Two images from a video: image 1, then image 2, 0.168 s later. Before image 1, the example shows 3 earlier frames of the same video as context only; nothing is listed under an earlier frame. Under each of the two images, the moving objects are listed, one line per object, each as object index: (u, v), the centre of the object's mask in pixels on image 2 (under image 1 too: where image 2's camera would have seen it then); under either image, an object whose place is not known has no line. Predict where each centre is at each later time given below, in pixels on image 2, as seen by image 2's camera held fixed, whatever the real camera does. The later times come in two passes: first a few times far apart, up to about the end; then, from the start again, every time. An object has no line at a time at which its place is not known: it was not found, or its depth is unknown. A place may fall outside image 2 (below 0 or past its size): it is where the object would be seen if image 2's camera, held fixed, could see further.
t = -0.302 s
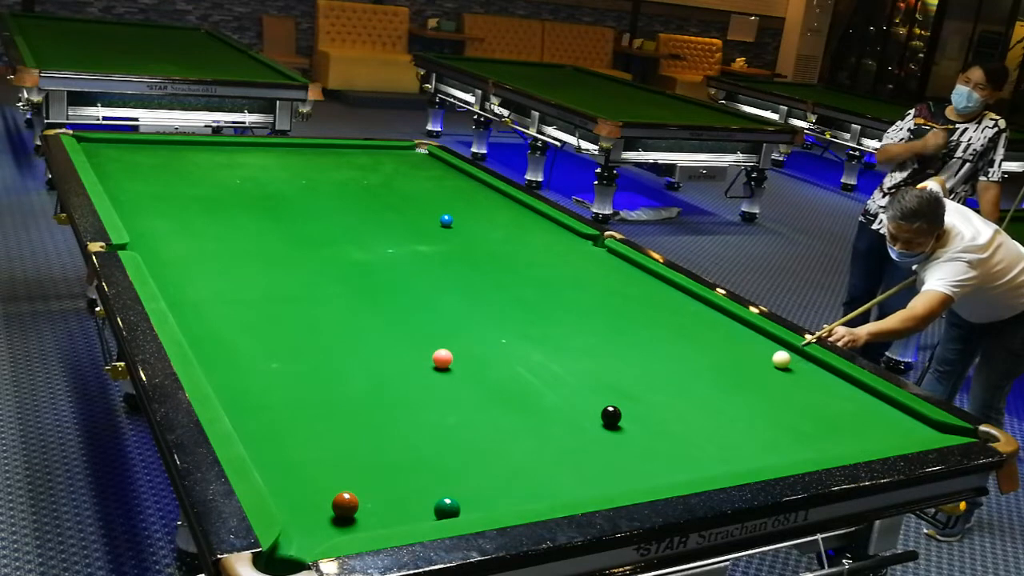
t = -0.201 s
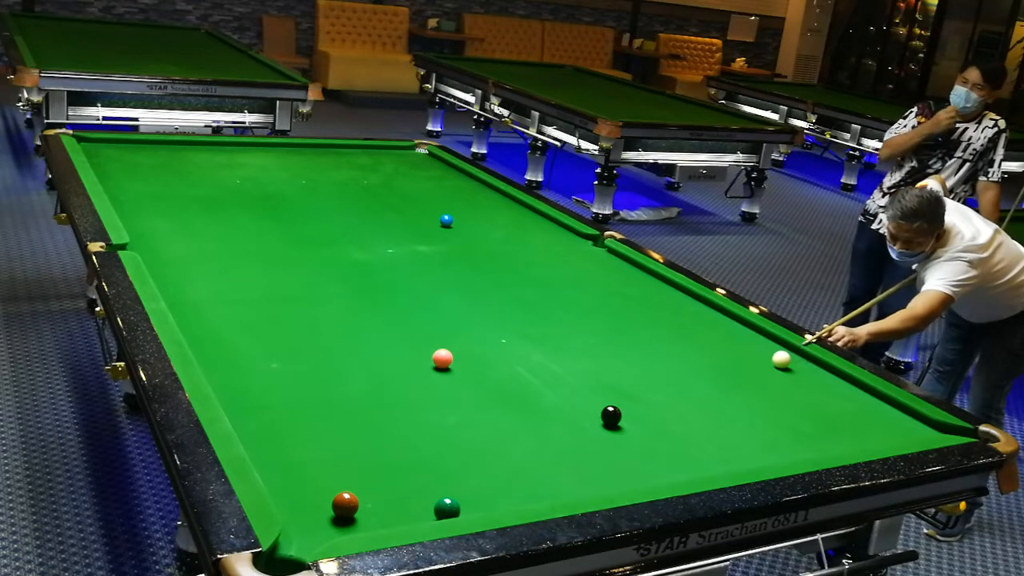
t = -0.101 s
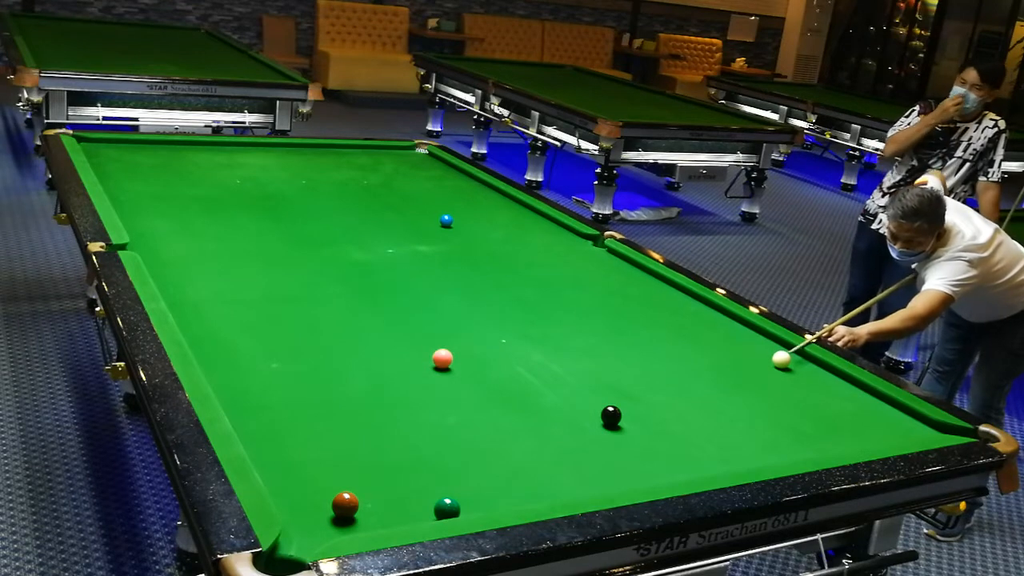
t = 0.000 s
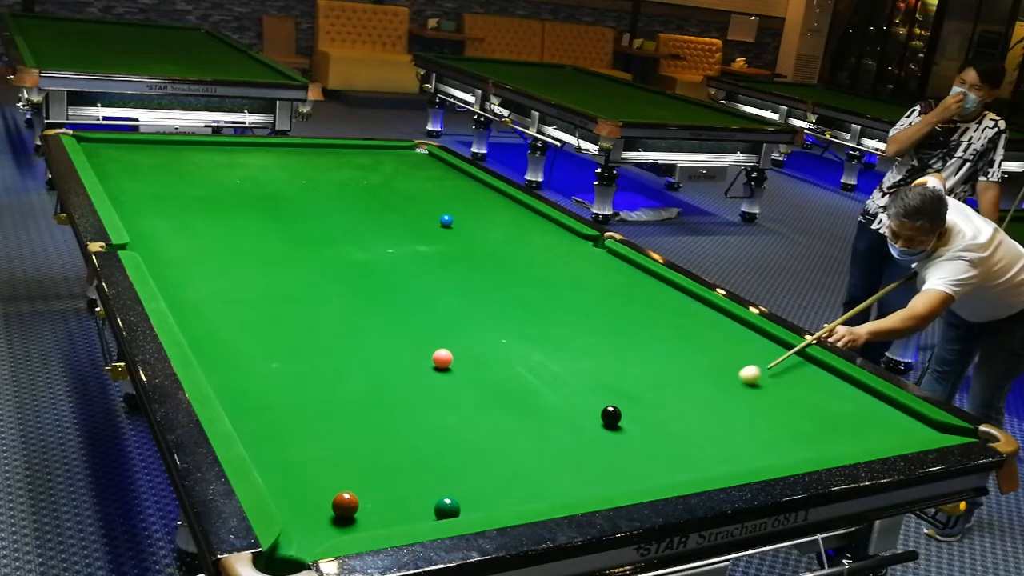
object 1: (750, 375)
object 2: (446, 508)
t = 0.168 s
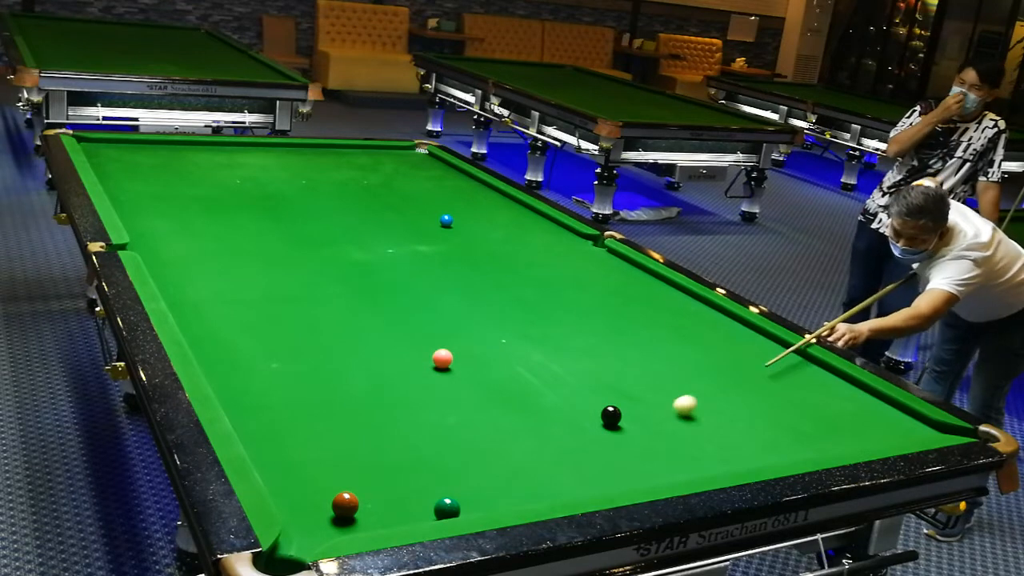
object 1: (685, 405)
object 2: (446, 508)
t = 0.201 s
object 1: (670, 412)
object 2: (446, 508)
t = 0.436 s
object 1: (552, 469)
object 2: (447, 508)
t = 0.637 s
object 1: (463, 502)
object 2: (387, 516)
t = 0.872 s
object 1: (399, 475)
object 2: (348, 526)
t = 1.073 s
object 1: (344, 456)
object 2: (409, 512)
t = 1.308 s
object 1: (285, 436)
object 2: (468, 491)
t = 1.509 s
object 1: (239, 419)
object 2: (512, 474)
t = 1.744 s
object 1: (252, 401)
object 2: (558, 457)
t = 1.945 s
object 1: (263, 387)
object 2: (593, 445)
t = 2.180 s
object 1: (274, 372)
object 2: (630, 431)
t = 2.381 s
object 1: (283, 361)
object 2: (659, 422)
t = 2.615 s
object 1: (292, 349)
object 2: (689, 411)
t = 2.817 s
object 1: (299, 340)
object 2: (713, 403)
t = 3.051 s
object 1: (307, 331)
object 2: (738, 395)
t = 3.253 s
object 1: (312, 324)
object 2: (758, 388)
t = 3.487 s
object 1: (317, 317)
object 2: (778, 381)
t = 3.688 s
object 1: (321, 311)
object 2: (794, 376)
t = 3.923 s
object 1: (326, 305)
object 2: (812, 369)
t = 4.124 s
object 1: (329, 301)
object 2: (817, 366)
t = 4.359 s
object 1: (333, 297)
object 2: (799, 365)
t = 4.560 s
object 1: (335, 294)
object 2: (785, 366)
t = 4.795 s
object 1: (339, 290)
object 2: (771, 365)
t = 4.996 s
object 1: (341, 288)
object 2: (760, 365)
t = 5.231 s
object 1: (343, 287)
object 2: (748, 365)
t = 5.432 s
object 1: (344, 285)
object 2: (739, 365)
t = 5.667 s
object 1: (345, 283)
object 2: (731, 365)
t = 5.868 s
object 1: (346, 282)
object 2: (725, 365)
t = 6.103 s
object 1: (346, 282)
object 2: (720, 365)
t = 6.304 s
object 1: (346, 282)
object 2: (716, 365)
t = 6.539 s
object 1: (346, 282)
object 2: (714, 365)
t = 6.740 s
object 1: (346, 282)
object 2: (713, 365)
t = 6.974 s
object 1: (346, 282)
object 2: (714, 365)
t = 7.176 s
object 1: (346, 282)
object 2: (714, 365)
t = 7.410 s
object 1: (346, 282)
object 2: (714, 365)
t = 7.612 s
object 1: (346, 282)
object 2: (714, 365)
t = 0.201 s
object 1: (670, 412)
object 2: (446, 508)
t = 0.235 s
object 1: (656, 420)
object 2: (447, 508)
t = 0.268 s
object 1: (640, 427)
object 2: (446, 508)
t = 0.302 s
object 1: (624, 435)
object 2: (446, 508)
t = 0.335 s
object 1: (607, 443)
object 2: (446, 508)
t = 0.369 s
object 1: (590, 451)
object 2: (446, 508)
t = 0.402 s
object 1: (572, 459)
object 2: (447, 508)
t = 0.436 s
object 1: (552, 469)
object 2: (447, 508)
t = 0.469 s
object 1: (533, 478)
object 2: (446, 508)
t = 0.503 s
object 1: (512, 489)
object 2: (446, 508)
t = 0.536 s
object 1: (490, 498)
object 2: (446, 509)
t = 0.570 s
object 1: (472, 505)
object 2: (440, 509)
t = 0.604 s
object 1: (470, 505)
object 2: (413, 513)
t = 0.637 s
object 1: (463, 502)
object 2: (387, 516)
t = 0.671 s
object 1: (456, 498)
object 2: (361, 518)
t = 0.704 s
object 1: (447, 493)
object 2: (340, 522)
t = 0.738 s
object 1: (438, 489)
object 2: (315, 525)
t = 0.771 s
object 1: (428, 485)
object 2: (296, 528)
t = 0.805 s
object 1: (418, 482)
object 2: (314, 528)
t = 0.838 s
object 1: (408, 478)
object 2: (332, 528)
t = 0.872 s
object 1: (399, 475)
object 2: (348, 526)
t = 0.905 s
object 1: (389, 472)
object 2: (362, 525)
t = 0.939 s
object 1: (380, 469)
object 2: (372, 523)
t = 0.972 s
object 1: (371, 466)
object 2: (382, 520)
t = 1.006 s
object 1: (362, 462)
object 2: (391, 517)
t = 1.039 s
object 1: (352, 459)
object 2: (400, 514)
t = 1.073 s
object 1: (344, 456)
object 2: (409, 512)
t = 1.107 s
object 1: (335, 453)
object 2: (418, 509)
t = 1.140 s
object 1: (327, 450)
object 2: (427, 506)
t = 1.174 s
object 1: (318, 447)
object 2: (436, 503)
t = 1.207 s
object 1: (310, 444)
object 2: (444, 500)
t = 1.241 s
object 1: (301, 441)
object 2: (452, 496)
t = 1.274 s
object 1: (293, 438)
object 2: (460, 494)
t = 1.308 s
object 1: (285, 436)
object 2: (468, 491)
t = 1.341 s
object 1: (277, 433)
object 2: (476, 488)
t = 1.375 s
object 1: (269, 430)
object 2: (483, 485)
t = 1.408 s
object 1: (261, 427)
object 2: (491, 482)
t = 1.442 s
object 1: (254, 425)
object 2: (498, 479)
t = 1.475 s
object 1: (246, 422)
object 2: (505, 477)
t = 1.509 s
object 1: (239, 419)
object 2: (512, 474)
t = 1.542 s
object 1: (239, 416)
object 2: (519, 471)
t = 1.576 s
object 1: (241, 414)
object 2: (526, 469)
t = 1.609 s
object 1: (243, 411)
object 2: (533, 467)
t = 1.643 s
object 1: (245, 409)
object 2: (539, 464)
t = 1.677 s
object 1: (247, 406)
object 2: (545, 462)
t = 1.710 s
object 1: (250, 403)
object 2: (552, 459)
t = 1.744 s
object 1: (252, 401)
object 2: (558, 457)
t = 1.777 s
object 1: (253, 398)
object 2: (564, 455)
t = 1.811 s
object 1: (255, 396)
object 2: (570, 453)
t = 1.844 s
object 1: (257, 394)
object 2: (576, 451)
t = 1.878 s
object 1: (259, 391)
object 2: (582, 449)
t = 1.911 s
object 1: (261, 389)
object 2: (587, 447)
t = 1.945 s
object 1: (263, 387)
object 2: (593, 445)
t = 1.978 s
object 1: (264, 384)
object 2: (599, 443)
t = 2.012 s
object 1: (266, 382)
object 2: (604, 441)
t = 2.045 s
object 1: (268, 380)
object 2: (609, 438)
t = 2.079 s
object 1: (269, 378)
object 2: (615, 437)
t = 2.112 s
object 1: (271, 376)
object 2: (619, 435)
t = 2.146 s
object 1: (272, 374)
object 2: (625, 433)
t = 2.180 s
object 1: (274, 372)
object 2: (630, 431)
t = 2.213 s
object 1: (275, 370)
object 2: (635, 430)
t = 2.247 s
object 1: (277, 368)
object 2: (640, 428)
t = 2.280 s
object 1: (279, 366)
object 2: (645, 427)
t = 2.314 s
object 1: (280, 364)
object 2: (649, 425)
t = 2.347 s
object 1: (281, 362)
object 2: (654, 423)
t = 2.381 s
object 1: (283, 361)
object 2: (659, 422)
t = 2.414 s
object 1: (284, 359)
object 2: (663, 420)
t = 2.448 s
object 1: (286, 357)
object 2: (668, 419)
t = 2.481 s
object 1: (287, 355)
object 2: (673, 417)
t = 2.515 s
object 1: (288, 353)
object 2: (676, 416)
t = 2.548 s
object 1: (290, 352)
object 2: (681, 414)
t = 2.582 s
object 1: (291, 351)
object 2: (685, 413)
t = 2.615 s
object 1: (292, 349)
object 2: (689, 411)
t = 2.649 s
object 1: (293, 347)
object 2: (693, 409)
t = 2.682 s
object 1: (295, 346)
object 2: (697, 408)
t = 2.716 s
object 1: (296, 345)
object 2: (701, 407)
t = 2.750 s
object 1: (297, 343)
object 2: (705, 406)
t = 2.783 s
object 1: (298, 342)
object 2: (709, 404)
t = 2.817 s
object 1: (299, 340)
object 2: (713, 403)
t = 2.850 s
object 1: (300, 339)
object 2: (717, 402)
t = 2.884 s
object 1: (302, 337)
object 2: (720, 400)
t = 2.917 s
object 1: (302, 336)
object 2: (724, 399)
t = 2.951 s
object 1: (304, 335)
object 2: (727, 398)
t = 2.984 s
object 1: (305, 333)
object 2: (731, 397)
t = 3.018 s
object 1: (306, 332)
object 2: (734, 396)
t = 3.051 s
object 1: (307, 331)
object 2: (738, 395)
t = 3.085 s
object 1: (308, 330)
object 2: (741, 394)
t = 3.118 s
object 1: (309, 329)
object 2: (745, 393)
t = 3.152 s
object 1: (309, 328)
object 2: (748, 392)
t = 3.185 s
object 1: (310, 326)
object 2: (751, 390)
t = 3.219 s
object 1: (311, 325)
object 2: (754, 389)
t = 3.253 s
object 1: (312, 324)
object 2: (758, 388)
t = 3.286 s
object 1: (312, 323)
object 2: (760, 387)
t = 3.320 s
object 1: (313, 322)
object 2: (764, 386)
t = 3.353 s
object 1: (314, 321)
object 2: (767, 385)
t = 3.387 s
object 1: (315, 320)
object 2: (770, 384)
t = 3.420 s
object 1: (316, 319)
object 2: (772, 383)
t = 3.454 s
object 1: (317, 318)
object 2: (775, 382)
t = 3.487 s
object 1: (317, 317)
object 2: (778, 381)
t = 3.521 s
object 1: (318, 316)
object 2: (781, 380)
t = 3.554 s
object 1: (319, 315)
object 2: (784, 380)
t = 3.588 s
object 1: (319, 314)
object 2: (787, 379)
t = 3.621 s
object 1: (320, 313)
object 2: (789, 378)
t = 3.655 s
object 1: (321, 312)
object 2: (792, 377)
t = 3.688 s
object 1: (321, 311)
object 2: (794, 376)
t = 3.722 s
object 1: (322, 310)
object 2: (797, 375)
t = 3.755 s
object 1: (323, 310)
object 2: (799, 374)
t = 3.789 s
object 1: (324, 309)
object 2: (802, 373)
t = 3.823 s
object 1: (324, 308)
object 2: (805, 372)
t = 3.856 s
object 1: (325, 307)
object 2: (807, 371)
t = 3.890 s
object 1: (325, 306)
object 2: (809, 370)
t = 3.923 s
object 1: (326, 305)
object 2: (812, 369)
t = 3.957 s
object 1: (327, 305)
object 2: (814, 368)
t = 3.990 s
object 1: (327, 304)
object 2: (816, 368)
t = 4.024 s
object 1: (328, 303)
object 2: (818, 367)
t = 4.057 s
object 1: (328, 302)
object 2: (821, 367)
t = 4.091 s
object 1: (329, 302)
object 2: (819, 366)
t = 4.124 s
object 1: (329, 301)
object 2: (817, 366)
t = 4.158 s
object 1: (330, 300)
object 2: (814, 366)
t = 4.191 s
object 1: (330, 300)
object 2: (812, 366)
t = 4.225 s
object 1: (331, 299)
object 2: (810, 366)
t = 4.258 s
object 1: (331, 298)
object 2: (807, 365)
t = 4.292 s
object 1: (332, 298)
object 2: (804, 365)
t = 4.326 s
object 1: (333, 297)
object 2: (802, 365)
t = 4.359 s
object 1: (333, 297)
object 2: (799, 365)
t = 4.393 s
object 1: (333, 296)
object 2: (797, 365)
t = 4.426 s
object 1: (334, 296)
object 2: (795, 366)
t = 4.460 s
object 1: (334, 295)
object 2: (792, 366)
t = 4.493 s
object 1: (335, 295)
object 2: (790, 365)
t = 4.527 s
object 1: (335, 294)
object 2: (788, 365)
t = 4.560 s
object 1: (335, 294)
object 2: (785, 366)
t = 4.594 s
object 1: (336, 293)
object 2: (783, 365)
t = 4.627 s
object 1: (336, 293)
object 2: (781, 365)
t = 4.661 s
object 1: (337, 292)
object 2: (779, 365)
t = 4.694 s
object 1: (337, 292)
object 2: (777, 365)
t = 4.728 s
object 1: (338, 291)
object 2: (775, 366)
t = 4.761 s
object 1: (338, 291)
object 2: (773, 365)
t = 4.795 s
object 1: (339, 290)
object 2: (771, 365)
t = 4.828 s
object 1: (338, 290)
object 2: (769, 365)
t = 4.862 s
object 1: (339, 290)
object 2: (767, 365)
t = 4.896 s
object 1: (339, 289)
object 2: (765, 365)
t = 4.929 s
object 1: (340, 289)
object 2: (763, 365)
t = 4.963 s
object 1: (340, 289)
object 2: (762, 365)
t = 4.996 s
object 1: (341, 288)
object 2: (760, 365)
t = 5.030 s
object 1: (341, 288)
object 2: (758, 366)
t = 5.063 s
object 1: (341, 288)
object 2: (756, 365)
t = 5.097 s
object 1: (342, 288)
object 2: (754, 365)
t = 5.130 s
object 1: (342, 287)
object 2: (753, 366)
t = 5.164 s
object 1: (342, 287)
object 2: (751, 365)
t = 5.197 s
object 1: (343, 287)
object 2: (749, 365)
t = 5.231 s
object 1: (343, 287)
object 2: (748, 365)
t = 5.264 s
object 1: (343, 286)
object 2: (746, 365)
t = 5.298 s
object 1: (343, 286)
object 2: (745, 365)
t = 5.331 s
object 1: (344, 286)
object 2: (743, 365)
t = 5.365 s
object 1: (344, 285)
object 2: (742, 365)
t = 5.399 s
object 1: (344, 285)
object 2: (741, 365)
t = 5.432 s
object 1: (344, 285)
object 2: (739, 365)
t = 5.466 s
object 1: (344, 284)
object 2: (738, 365)
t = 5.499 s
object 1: (345, 284)
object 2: (737, 365)
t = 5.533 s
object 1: (345, 284)
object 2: (735, 365)
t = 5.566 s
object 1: (345, 284)
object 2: (734, 365)
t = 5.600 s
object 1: (345, 284)
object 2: (733, 365)
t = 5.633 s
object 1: (345, 283)
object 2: (732, 365)
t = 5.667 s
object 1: (345, 283)
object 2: (731, 365)
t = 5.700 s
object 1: (345, 283)
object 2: (730, 365)
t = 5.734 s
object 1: (346, 283)
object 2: (729, 365)
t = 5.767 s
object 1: (346, 283)
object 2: (728, 365)
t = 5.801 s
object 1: (346, 283)
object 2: (727, 365)
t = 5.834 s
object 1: (346, 283)
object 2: (726, 365)
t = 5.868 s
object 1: (346, 282)
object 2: (725, 365)
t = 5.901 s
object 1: (346, 282)
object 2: (724, 365)
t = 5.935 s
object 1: (346, 282)
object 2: (723, 365)
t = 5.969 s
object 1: (346, 282)
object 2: (722, 365)
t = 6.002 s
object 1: (346, 282)
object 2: (722, 365)
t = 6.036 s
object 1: (346, 282)
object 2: (721, 365)
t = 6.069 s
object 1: (346, 282)
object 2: (720, 365)
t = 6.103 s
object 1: (346, 282)
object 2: (720, 365)
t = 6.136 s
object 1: (346, 282)
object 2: (719, 365)
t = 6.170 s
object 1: (346, 282)
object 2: (718, 365)
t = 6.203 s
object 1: (346, 282)
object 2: (718, 365)
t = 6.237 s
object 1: (346, 282)
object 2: (717, 365)
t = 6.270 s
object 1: (346, 282)
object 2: (717, 365)
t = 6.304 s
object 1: (346, 282)
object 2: (716, 365)
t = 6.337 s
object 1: (346, 282)
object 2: (716, 365)
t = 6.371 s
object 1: (346, 282)
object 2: (715, 365)
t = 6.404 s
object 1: (346, 282)
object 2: (715, 365)
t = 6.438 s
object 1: (346, 282)
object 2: (715, 365)
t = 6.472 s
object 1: (346, 282)
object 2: (714, 365)
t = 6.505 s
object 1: (346, 282)
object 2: (714, 365)
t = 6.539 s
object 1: (346, 282)
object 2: (714, 365)
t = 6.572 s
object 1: (346, 282)
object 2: (714, 365)
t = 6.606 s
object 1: (346, 282)
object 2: (714, 365)
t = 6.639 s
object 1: (346, 282)
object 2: (713, 365)
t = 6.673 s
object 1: (346, 282)
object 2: (713, 365)
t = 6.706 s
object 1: (346, 282)
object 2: (713, 365)
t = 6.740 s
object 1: (346, 282)
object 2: (713, 365)
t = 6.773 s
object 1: (346, 282)
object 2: (714, 365)
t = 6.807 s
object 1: (346, 282)
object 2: (714, 365)
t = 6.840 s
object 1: (346, 282)
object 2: (714, 365)
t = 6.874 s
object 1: (346, 282)
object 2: (714, 365)
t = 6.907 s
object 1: (346, 282)
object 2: (714, 365)
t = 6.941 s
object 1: (346, 282)
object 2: (714, 365)
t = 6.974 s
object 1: (346, 282)
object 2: (714, 365)
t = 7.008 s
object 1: (346, 282)
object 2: (714, 365)
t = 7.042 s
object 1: (346, 282)
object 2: (714, 365)
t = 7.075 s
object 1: (346, 282)
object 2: (714, 365)
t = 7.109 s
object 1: (346, 282)
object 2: (714, 365)
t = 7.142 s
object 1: (346, 282)
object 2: (714, 365)
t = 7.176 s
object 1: (346, 282)
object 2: (714, 365)
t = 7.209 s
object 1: (346, 282)
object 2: (714, 365)
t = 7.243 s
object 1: (346, 282)
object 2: (714, 365)
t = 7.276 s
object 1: (346, 282)
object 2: (714, 365)
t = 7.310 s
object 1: (347, 282)
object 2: (714, 365)
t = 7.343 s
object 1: (346, 282)
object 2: (714, 365)
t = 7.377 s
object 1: (346, 282)
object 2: (714, 365)
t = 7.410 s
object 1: (346, 282)
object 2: (714, 365)
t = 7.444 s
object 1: (346, 282)
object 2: (714, 365)
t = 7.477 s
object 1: (346, 282)
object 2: (714, 365)
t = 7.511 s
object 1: (346, 282)
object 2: (714, 365)
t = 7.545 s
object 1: (346, 282)
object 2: (714, 365)
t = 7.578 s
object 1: (346, 282)
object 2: (714, 365)
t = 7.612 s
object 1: (346, 282)
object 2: (714, 365)
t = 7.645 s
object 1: (346, 282)
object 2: (714, 365)
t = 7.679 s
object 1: (346, 282)
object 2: (714, 365)
